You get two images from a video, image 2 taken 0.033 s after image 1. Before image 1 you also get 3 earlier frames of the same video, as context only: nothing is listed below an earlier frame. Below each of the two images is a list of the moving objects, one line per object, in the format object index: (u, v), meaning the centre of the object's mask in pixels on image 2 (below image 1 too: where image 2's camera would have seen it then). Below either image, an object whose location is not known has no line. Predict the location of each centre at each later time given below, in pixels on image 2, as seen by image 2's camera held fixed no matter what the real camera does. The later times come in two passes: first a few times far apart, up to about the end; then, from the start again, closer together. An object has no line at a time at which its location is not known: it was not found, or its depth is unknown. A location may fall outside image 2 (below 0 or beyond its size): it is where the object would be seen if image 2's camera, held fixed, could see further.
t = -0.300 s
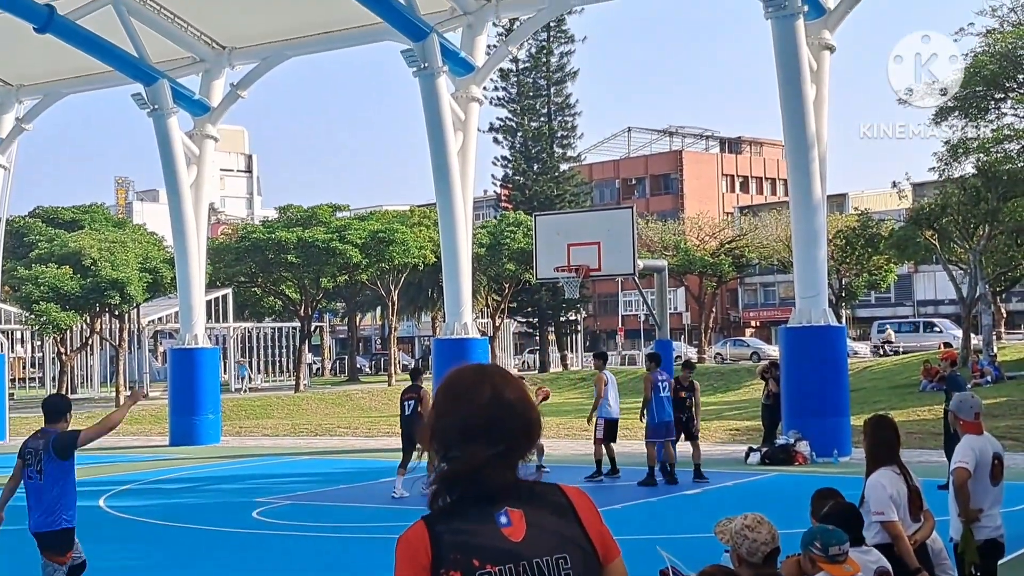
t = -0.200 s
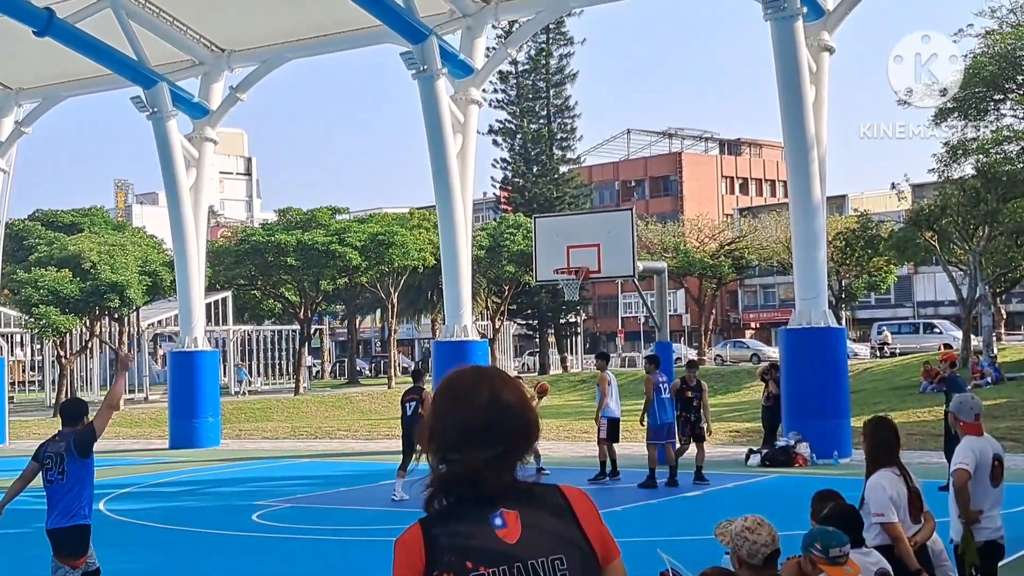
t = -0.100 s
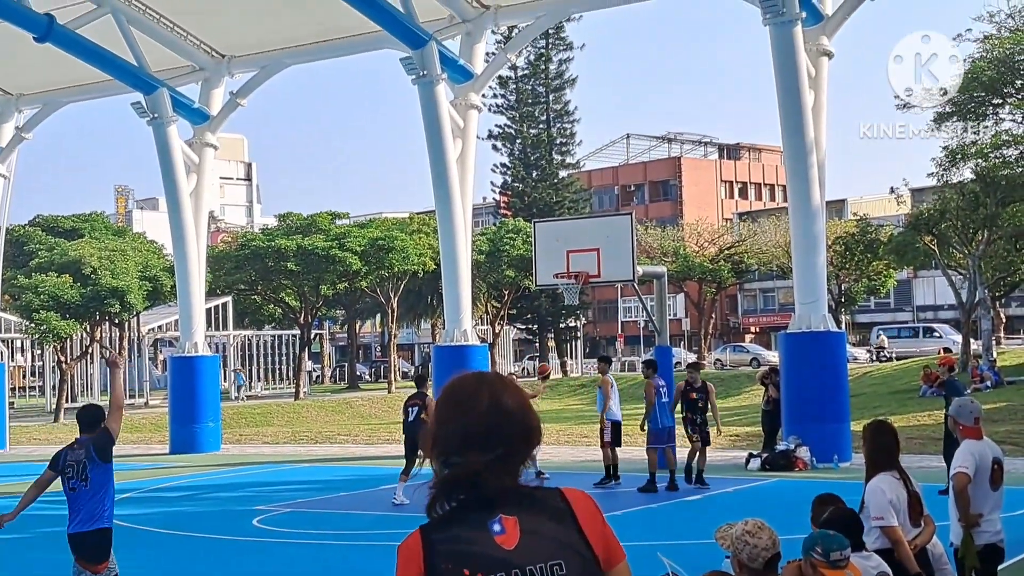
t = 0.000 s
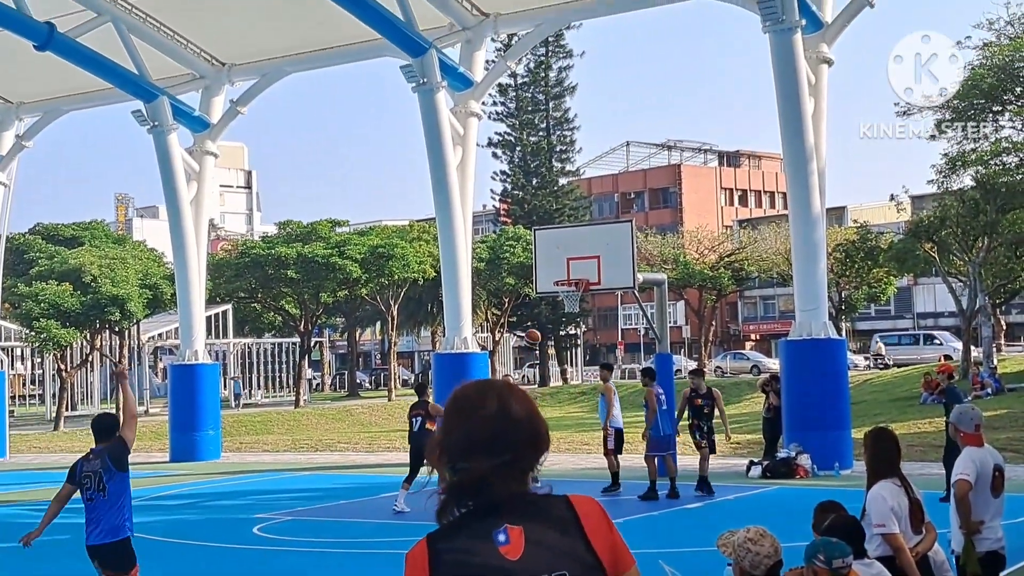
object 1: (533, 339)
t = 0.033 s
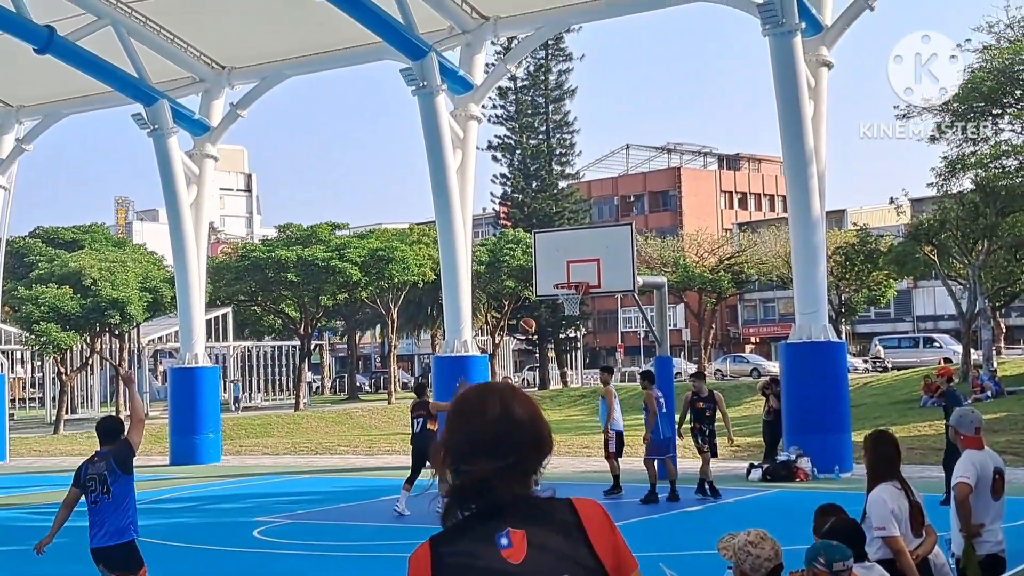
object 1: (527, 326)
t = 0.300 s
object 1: (481, 227)
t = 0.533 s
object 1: (432, 164)
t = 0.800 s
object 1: (360, 131)
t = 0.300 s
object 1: (481, 227)
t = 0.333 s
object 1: (475, 216)
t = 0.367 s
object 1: (468, 206)
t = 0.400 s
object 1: (461, 196)
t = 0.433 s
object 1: (454, 187)
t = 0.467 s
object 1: (448, 179)
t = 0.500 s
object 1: (440, 171)
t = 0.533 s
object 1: (432, 164)
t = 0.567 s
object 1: (424, 157)
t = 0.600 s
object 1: (416, 151)
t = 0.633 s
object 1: (407, 145)
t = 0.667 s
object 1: (398, 140)
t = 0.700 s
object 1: (389, 137)
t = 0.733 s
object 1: (380, 134)
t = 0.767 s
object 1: (370, 132)
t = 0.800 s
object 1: (360, 131)
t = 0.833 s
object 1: (349, 132)
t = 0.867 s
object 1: (338, 133)
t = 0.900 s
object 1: (326, 135)
